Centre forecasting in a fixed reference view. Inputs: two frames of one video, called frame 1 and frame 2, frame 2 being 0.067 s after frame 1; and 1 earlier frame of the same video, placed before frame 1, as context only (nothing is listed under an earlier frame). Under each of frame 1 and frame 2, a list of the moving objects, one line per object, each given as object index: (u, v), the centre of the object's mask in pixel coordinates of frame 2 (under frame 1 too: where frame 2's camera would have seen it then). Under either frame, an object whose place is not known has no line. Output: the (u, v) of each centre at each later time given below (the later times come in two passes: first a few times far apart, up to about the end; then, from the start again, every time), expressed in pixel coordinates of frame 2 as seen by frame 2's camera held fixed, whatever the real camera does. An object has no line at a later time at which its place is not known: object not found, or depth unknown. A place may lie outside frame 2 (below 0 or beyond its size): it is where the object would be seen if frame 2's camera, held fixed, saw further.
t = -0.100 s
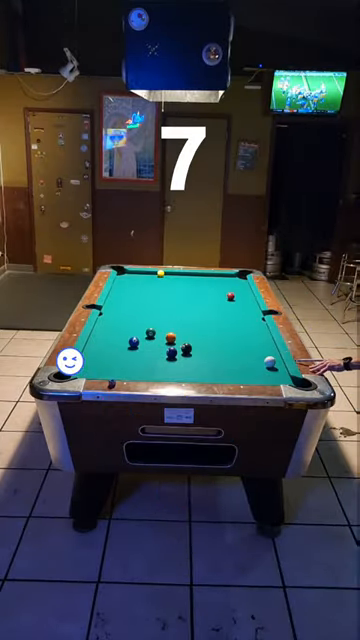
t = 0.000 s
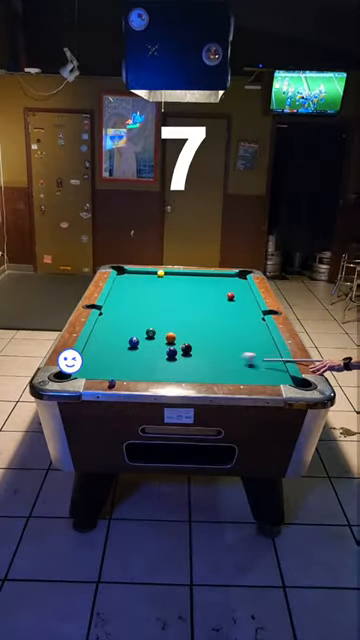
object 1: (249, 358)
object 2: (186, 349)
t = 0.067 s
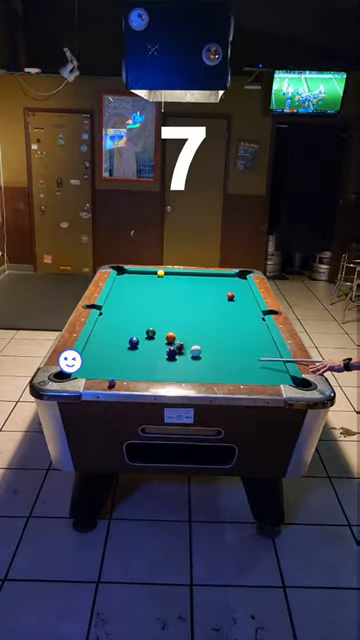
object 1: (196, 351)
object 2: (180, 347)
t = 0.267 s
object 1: (175, 357)
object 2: (112, 326)
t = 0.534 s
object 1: (158, 362)
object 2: (172, 317)
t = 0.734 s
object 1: (150, 364)
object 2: (208, 312)
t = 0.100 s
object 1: (193, 352)
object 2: (157, 342)
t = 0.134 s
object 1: (189, 353)
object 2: (139, 336)
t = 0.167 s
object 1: (182, 354)
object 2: (114, 332)
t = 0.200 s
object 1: (179, 355)
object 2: (100, 328)
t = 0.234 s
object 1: (177, 356)
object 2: (104, 327)
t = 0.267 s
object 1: (175, 357)
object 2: (112, 326)
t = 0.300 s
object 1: (173, 357)
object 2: (119, 325)
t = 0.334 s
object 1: (171, 358)
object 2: (127, 324)
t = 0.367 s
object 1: (169, 359)
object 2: (134, 323)
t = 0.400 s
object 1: (167, 359)
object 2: (142, 322)
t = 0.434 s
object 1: (165, 360)
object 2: (149, 321)
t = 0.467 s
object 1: (163, 360)
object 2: (155, 320)
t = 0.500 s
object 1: (160, 361)
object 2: (165, 318)
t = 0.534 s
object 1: (158, 362)
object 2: (172, 317)
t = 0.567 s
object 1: (156, 362)
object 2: (178, 317)
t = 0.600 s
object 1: (155, 363)
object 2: (184, 316)
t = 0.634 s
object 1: (153, 363)
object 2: (191, 315)
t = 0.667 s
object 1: (152, 363)
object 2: (196, 314)
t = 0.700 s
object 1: (151, 364)
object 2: (202, 313)
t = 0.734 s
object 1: (150, 364)
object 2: (208, 312)
